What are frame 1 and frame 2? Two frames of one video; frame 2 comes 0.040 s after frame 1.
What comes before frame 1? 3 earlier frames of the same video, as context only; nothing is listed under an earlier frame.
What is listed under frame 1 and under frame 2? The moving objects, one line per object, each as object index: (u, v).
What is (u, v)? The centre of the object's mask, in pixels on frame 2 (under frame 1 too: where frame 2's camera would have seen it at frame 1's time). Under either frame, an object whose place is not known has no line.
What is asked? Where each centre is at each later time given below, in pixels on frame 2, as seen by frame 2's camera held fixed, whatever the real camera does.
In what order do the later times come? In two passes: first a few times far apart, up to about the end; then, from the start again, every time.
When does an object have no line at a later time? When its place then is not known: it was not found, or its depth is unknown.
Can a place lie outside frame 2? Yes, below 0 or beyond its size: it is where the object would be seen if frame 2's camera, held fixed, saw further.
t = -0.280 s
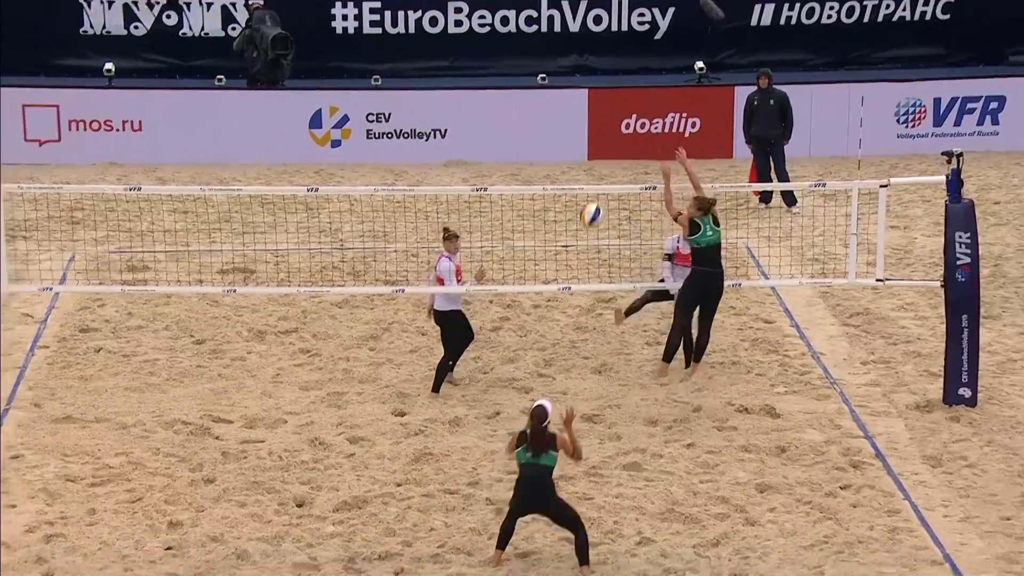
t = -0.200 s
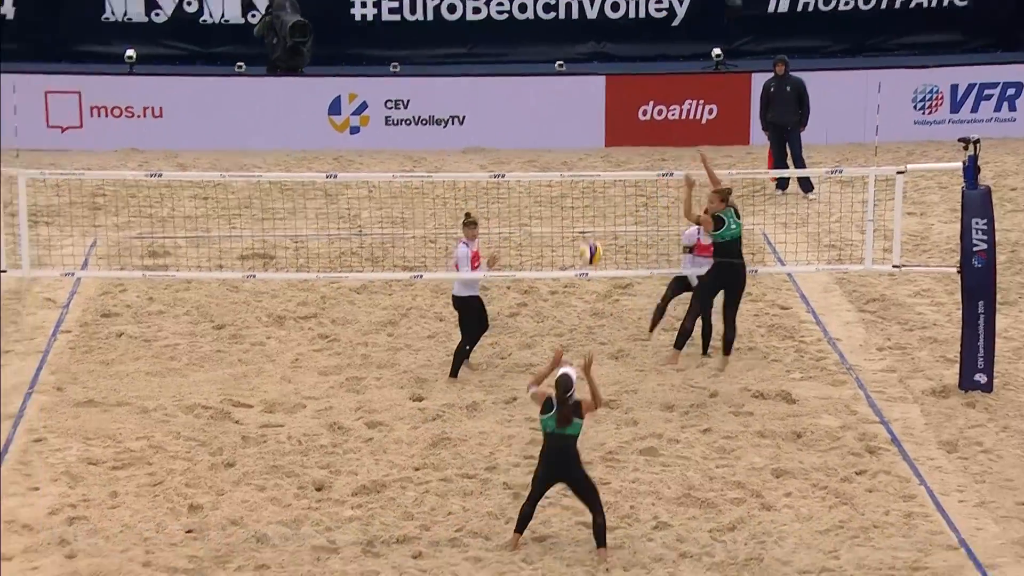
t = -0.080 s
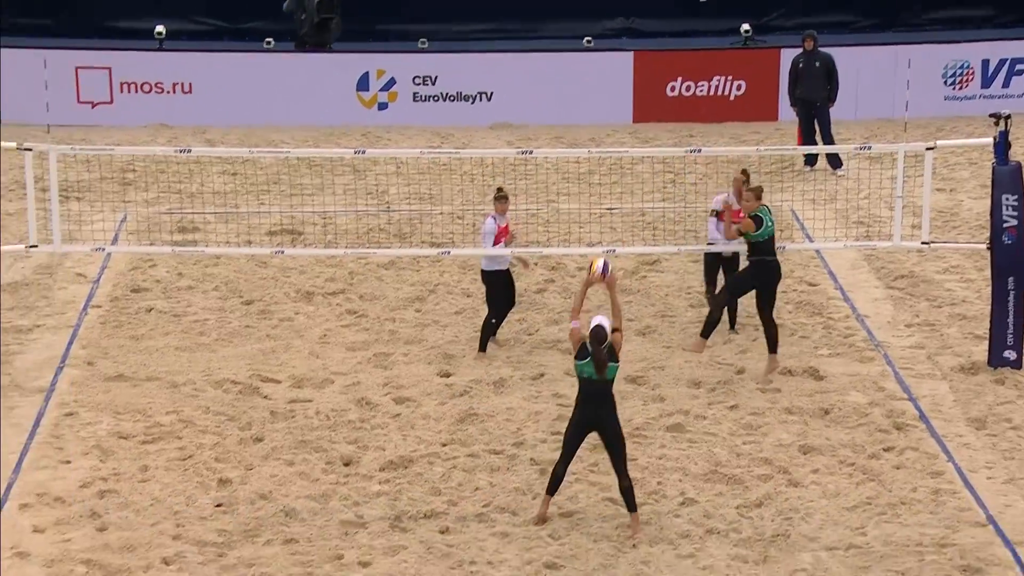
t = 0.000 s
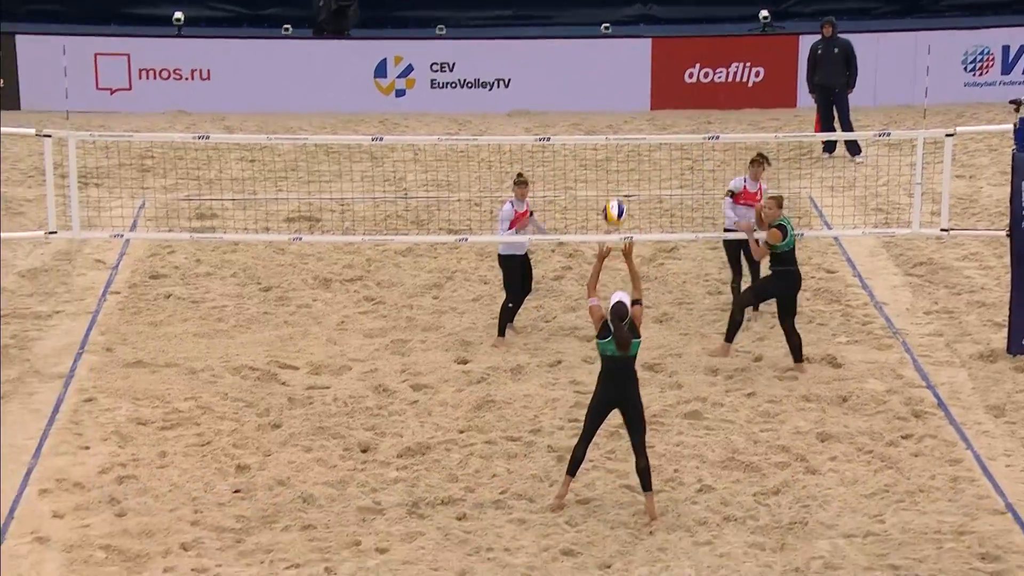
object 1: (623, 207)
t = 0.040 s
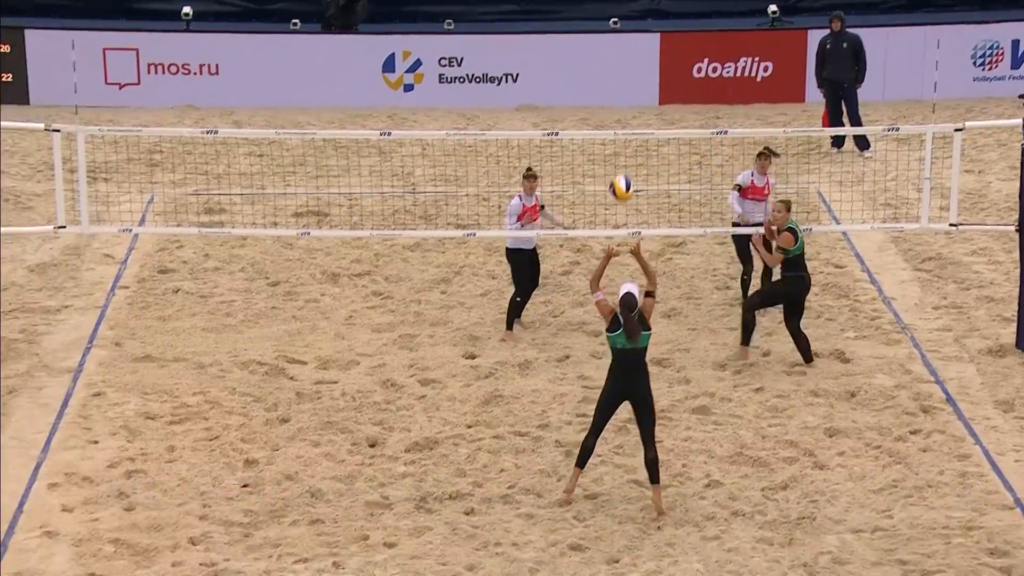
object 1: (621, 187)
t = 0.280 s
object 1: (617, 109)
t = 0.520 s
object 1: (614, 100)
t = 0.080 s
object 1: (620, 170)
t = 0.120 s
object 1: (620, 153)
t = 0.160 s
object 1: (618, 140)
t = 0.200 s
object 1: (617, 128)
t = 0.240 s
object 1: (618, 118)
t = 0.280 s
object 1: (617, 109)
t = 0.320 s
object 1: (617, 103)
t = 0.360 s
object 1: (617, 99)
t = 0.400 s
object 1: (616, 96)
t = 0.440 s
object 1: (615, 97)
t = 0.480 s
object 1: (615, 97)
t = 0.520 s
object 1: (614, 100)
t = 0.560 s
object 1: (613, 105)
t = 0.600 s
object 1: (613, 111)
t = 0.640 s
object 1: (613, 119)
